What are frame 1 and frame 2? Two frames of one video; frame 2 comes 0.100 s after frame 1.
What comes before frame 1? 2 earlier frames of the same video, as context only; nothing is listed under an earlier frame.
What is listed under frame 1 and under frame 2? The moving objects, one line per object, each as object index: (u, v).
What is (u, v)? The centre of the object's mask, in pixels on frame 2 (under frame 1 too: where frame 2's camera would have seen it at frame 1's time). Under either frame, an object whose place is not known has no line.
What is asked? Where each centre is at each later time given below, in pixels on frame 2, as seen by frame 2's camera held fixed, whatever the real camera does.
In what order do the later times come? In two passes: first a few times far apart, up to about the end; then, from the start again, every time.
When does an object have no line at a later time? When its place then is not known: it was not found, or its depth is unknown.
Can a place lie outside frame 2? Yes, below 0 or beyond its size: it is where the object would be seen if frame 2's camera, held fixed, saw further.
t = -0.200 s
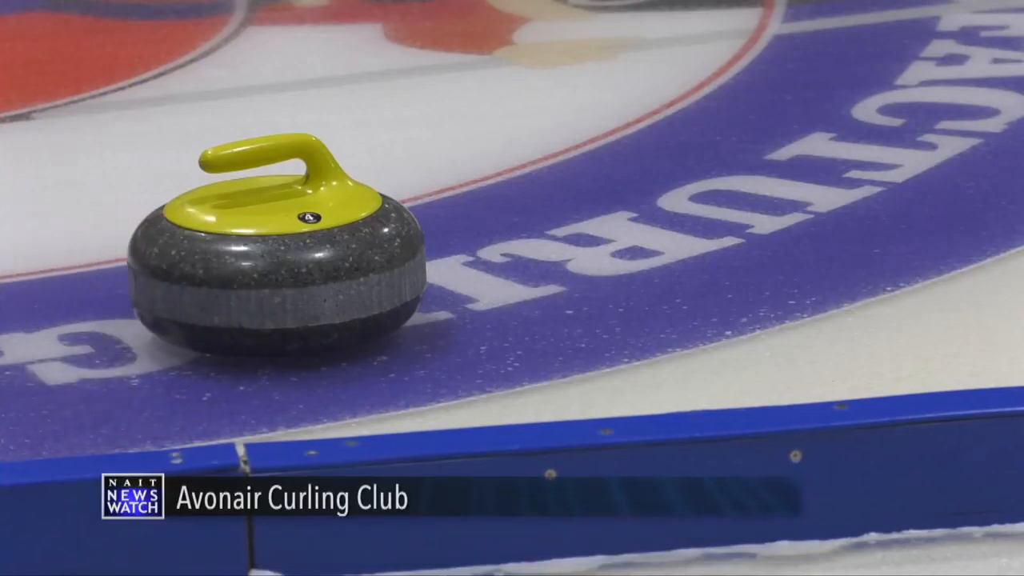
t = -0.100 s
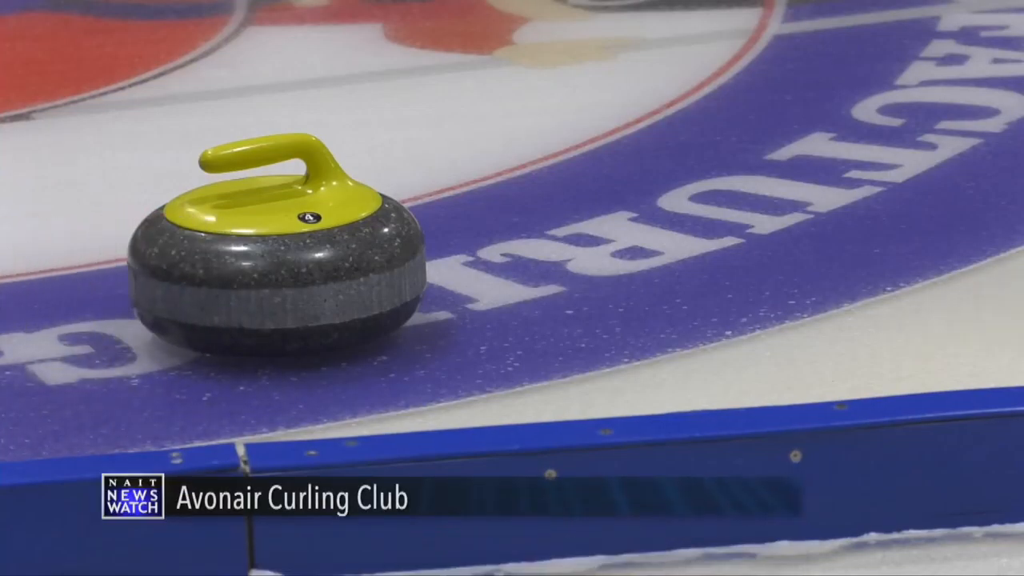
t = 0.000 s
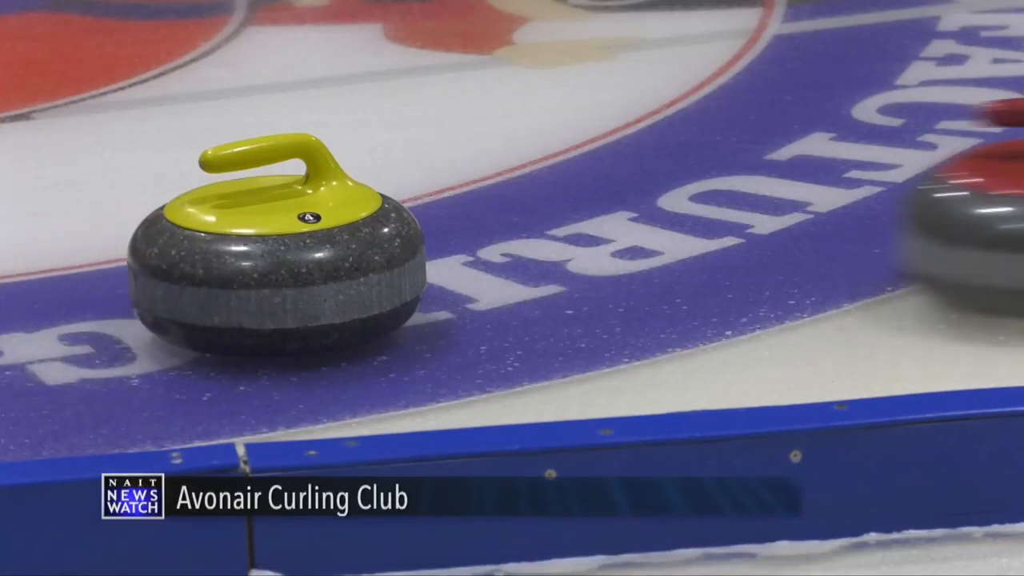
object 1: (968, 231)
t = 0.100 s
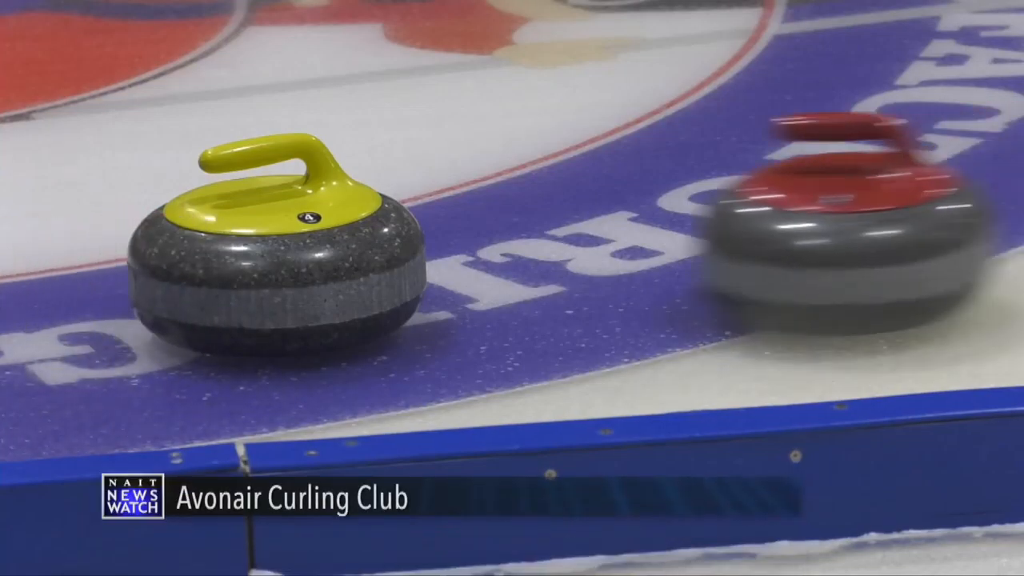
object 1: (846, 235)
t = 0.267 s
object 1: (565, 264)
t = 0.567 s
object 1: (522, 307)
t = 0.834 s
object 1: (482, 339)
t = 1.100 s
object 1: (442, 355)
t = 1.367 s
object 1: (404, 368)
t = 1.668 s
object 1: (377, 367)
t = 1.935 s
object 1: (363, 361)
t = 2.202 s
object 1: (354, 356)
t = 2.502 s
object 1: (349, 354)
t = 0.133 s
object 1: (779, 242)
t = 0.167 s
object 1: (710, 248)
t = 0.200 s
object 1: (644, 254)
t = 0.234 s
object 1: (575, 260)
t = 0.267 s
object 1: (565, 264)
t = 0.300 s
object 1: (561, 268)
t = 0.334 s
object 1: (556, 273)
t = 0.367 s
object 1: (551, 277)
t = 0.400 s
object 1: (546, 282)
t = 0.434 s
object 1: (541, 287)
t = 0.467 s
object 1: (536, 292)
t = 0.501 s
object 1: (531, 297)
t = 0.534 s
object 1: (526, 302)
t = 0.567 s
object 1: (522, 307)
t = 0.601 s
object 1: (516, 312)
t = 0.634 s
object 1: (511, 317)
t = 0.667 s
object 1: (507, 322)
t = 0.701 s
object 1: (502, 326)
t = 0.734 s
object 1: (496, 330)
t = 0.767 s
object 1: (492, 333)
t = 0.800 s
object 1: (487, 336)
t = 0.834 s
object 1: (482, 339)
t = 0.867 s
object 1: (477, 341)
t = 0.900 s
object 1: (472, 344)
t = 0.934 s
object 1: (467, 346)
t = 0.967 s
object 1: (462, 348)
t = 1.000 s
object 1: (457, 350)
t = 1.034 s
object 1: (452, 352)
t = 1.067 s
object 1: (447, 354)
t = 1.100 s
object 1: (442, 355)
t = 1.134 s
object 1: (437, 357)
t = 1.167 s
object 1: (433, 359)
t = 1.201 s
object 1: (428, 360)
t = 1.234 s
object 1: (423, 362)
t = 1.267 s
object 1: (418, 363)
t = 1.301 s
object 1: (413, 365)
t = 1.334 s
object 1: (409, 367)
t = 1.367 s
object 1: (404, 368)
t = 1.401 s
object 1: (400, 370)
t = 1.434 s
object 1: (395, 371)
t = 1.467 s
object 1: (391, 372)
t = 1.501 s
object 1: (388, 372)
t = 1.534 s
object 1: (386, 370)
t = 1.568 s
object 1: (384, 370)
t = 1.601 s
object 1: (381, 369)
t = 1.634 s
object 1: (379, 368)
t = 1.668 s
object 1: (377, 367)
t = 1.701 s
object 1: (375, 366)
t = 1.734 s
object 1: (373, 365)
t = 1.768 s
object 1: (371, 365)
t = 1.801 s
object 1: (369, 364)
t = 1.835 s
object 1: (367, 363)
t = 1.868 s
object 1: (366, 362)
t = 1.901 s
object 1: (364, 362)
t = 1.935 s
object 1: (363, 361)
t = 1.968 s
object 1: (361, 360)
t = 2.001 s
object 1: (360, 360)
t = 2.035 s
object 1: (359, 359)
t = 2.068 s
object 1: (358, 358)
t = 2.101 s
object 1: (357, 358)
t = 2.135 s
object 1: (356, 357)
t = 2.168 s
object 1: (355, 357)
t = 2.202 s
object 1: (354, 356)
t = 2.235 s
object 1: (353, 356)
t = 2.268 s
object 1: (352, 355)
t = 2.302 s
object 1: (352, 355)
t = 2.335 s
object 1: (351, 355)
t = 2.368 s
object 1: (350, 354)
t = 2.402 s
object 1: (350, 354)
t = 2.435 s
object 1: (349, 354)
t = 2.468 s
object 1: (349, 354)
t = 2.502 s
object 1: (349, 354)
